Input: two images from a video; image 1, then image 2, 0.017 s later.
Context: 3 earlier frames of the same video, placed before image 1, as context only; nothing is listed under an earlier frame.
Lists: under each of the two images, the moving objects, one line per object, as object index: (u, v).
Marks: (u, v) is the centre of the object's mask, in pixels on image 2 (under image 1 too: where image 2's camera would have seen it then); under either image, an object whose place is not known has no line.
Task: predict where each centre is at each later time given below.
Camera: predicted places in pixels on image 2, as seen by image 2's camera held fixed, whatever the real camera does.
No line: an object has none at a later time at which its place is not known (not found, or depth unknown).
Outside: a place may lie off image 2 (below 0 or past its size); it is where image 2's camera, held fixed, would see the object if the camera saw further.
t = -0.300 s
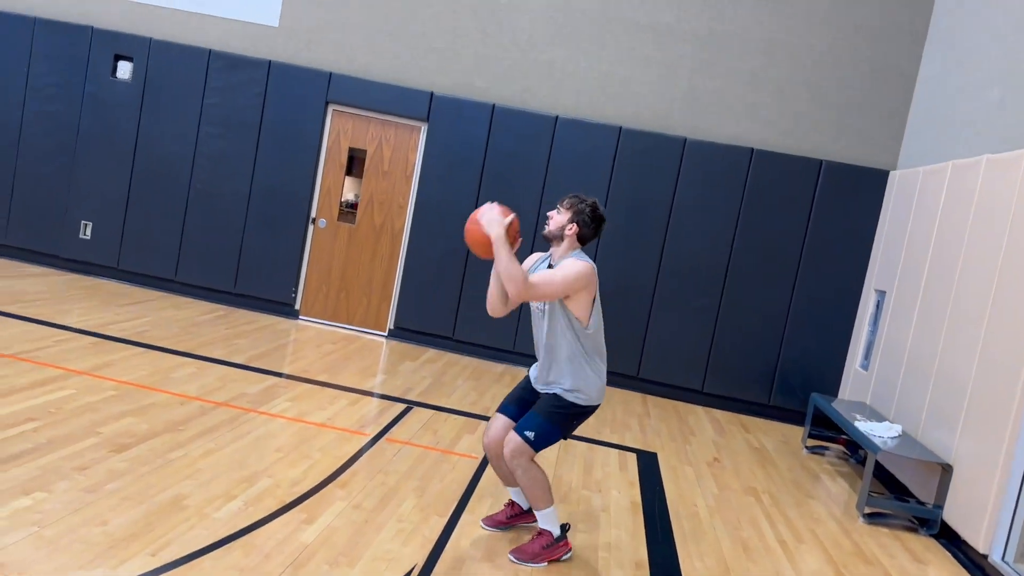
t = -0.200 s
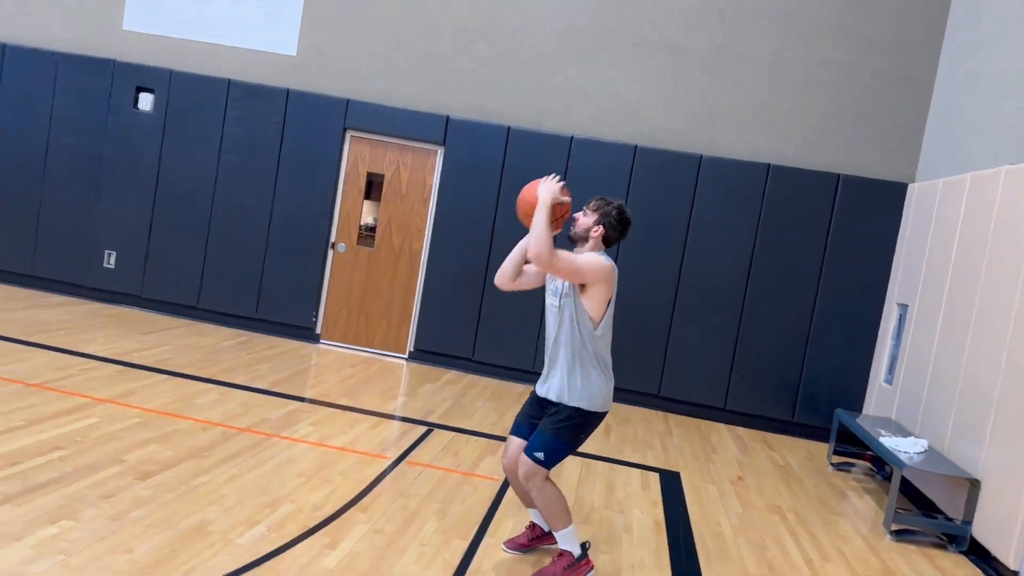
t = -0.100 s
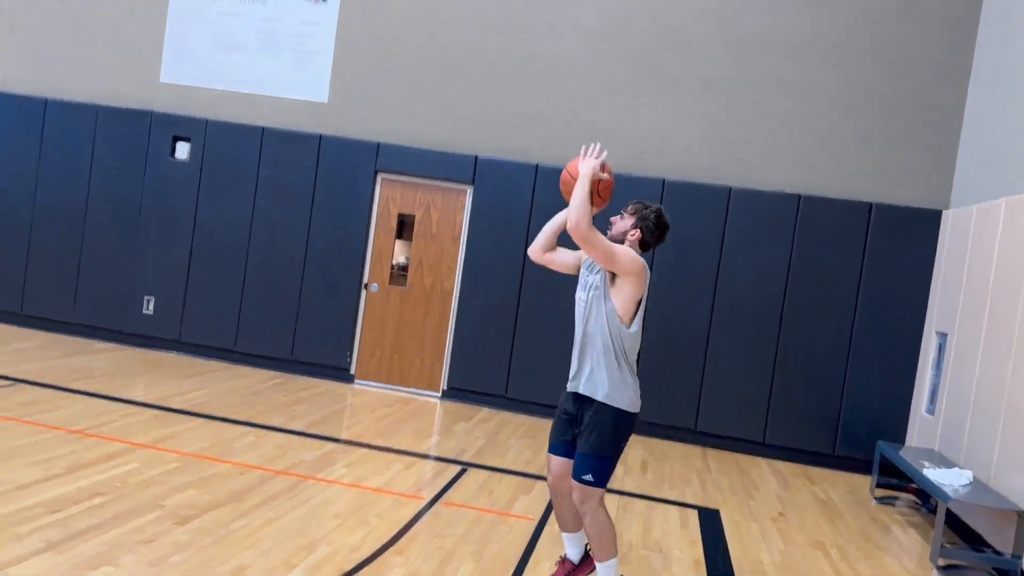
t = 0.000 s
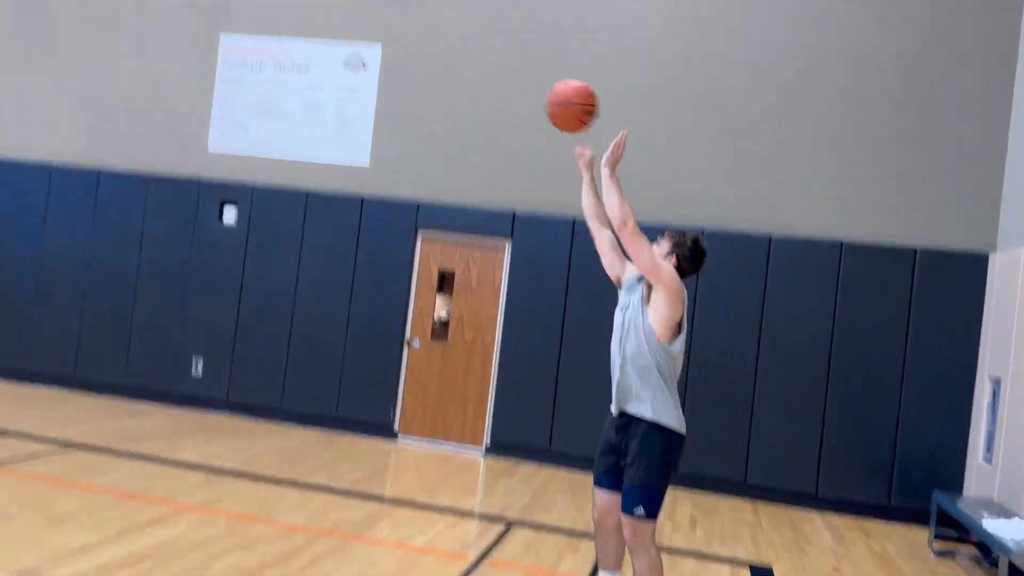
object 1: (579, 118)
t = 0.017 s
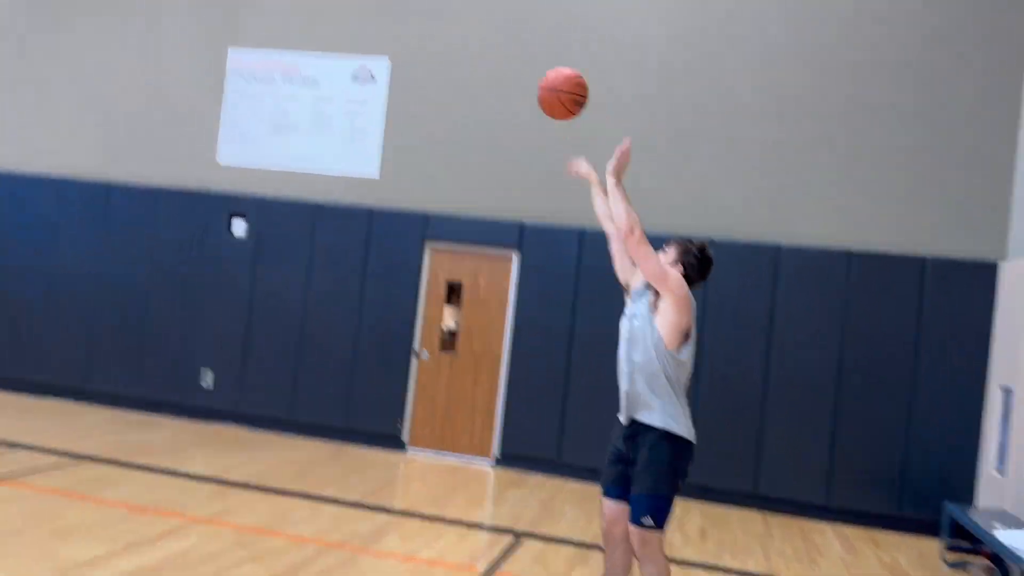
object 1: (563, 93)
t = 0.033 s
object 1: (546, 69)
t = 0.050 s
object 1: (531, 48)
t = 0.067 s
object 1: (515, 27)
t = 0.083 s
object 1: (499, 6)
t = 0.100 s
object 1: (484, -13)
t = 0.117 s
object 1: (469, -31)
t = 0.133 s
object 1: (453, -48)
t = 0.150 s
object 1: (438, -64)
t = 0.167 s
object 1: (423, -80)
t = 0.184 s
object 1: (408, -96)
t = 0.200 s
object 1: (393, -111)
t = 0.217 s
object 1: (378, -125)
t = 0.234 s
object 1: (364, -138)
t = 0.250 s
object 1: (350, -151)
